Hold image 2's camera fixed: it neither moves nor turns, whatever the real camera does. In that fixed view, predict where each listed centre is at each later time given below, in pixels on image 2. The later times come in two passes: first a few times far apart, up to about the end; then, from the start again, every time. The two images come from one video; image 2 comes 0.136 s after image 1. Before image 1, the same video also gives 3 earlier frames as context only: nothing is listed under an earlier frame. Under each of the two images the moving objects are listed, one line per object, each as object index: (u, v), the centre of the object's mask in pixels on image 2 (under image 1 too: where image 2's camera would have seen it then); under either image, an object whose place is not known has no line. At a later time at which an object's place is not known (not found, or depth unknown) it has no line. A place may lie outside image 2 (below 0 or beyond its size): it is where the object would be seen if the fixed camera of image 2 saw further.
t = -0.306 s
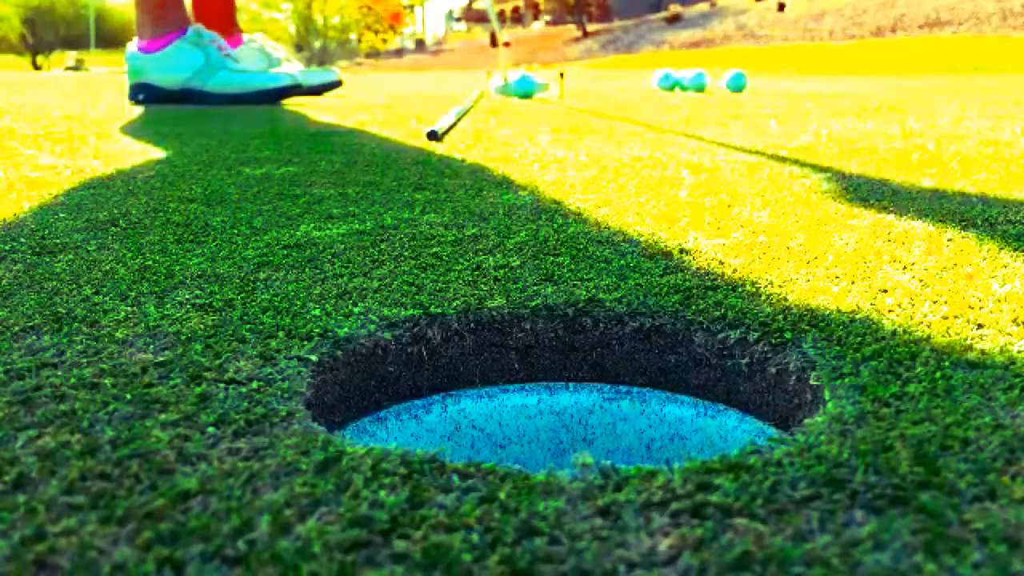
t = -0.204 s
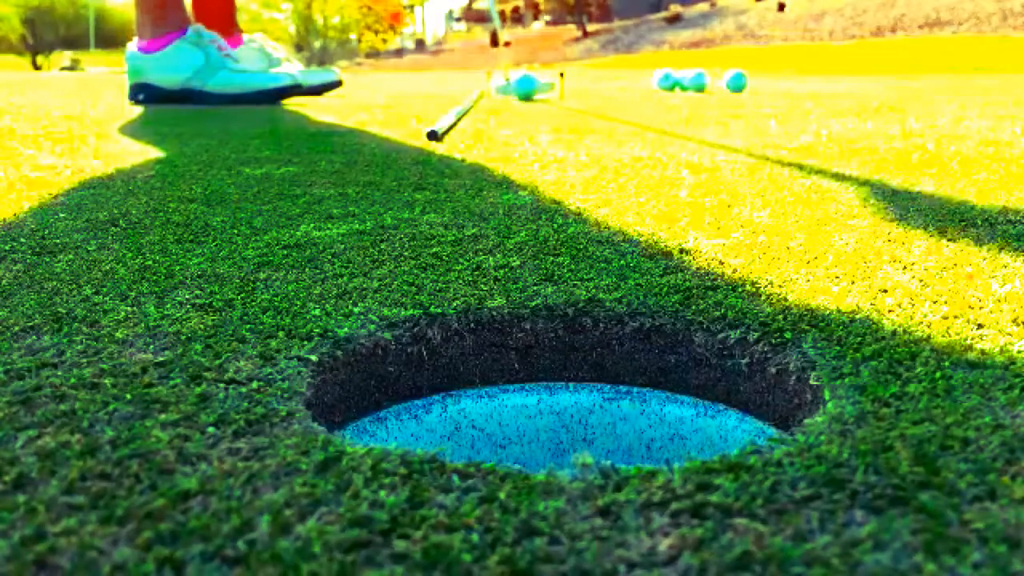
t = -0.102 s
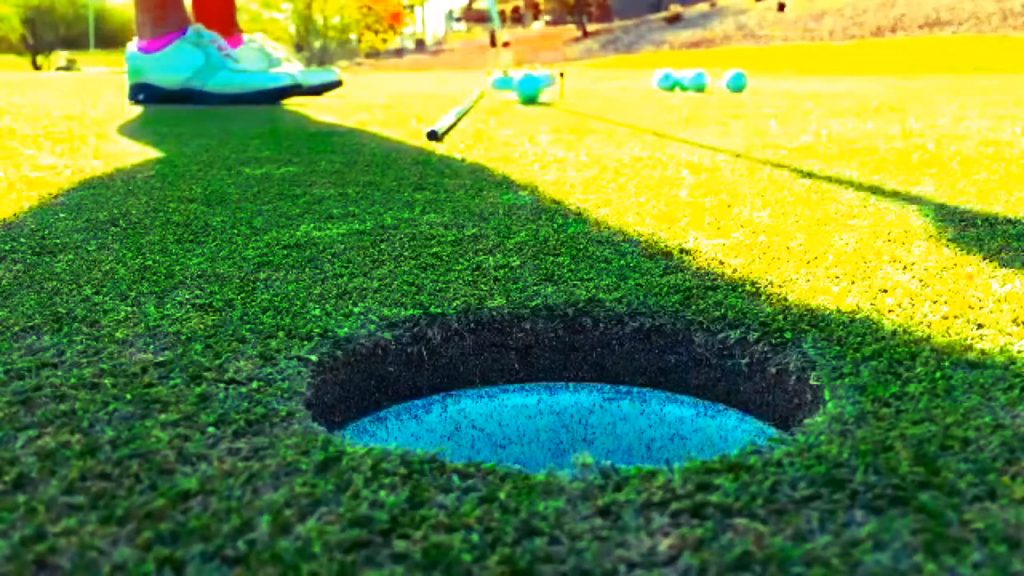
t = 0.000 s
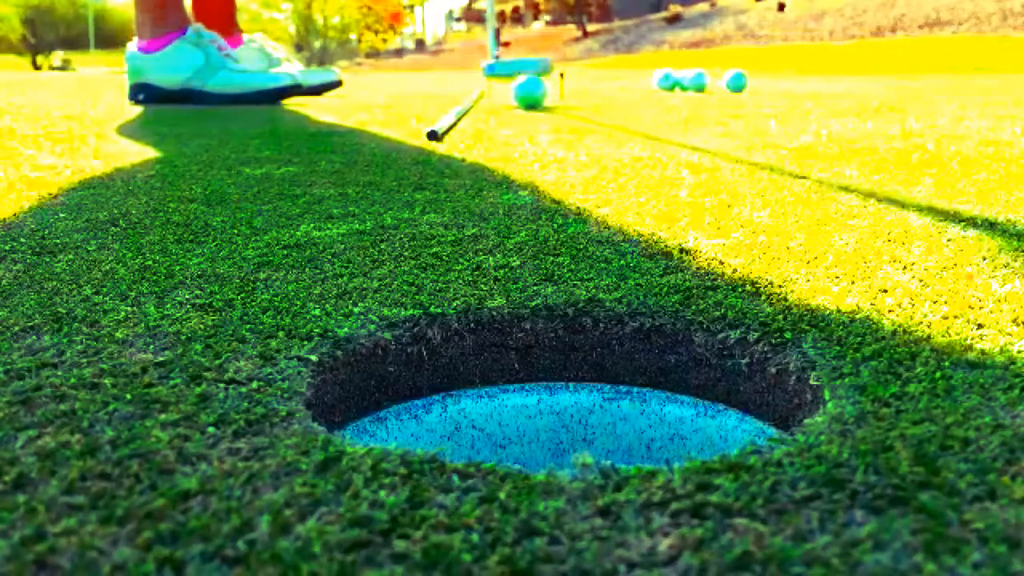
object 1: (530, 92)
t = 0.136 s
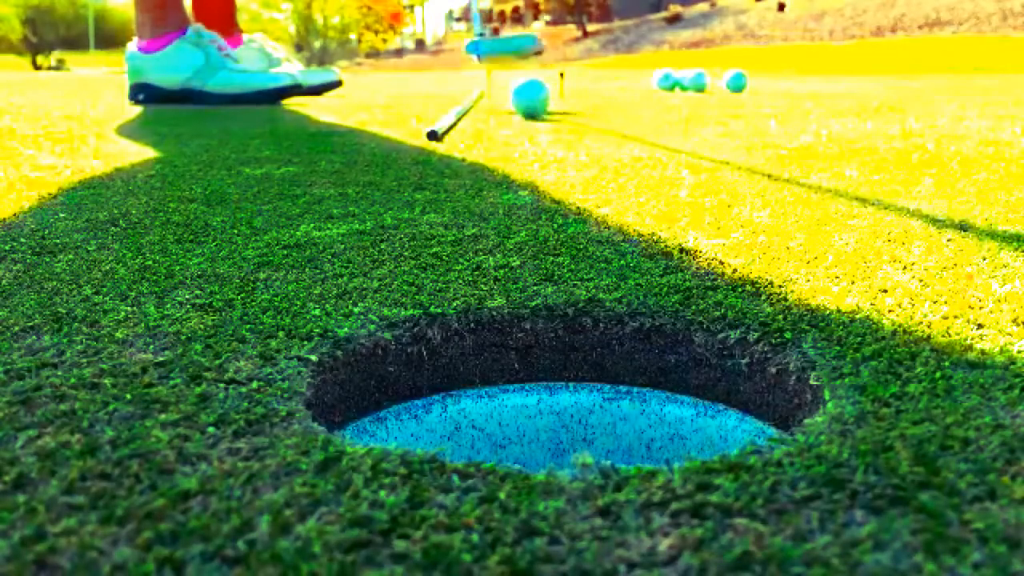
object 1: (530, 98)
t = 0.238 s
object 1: (530, 104)
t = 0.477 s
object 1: (530, 128)
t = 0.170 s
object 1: (530, 99)
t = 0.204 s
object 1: (530, 102)
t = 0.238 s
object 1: (530, 104)
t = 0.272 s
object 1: (529, 108)
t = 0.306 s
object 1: (530, 109)
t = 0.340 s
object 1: (530, 112)
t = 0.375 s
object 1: (530, 116)
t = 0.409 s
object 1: (530, 120)
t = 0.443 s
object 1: (530, 122)
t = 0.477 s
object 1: (530, 128)
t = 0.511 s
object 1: (530, 133)
